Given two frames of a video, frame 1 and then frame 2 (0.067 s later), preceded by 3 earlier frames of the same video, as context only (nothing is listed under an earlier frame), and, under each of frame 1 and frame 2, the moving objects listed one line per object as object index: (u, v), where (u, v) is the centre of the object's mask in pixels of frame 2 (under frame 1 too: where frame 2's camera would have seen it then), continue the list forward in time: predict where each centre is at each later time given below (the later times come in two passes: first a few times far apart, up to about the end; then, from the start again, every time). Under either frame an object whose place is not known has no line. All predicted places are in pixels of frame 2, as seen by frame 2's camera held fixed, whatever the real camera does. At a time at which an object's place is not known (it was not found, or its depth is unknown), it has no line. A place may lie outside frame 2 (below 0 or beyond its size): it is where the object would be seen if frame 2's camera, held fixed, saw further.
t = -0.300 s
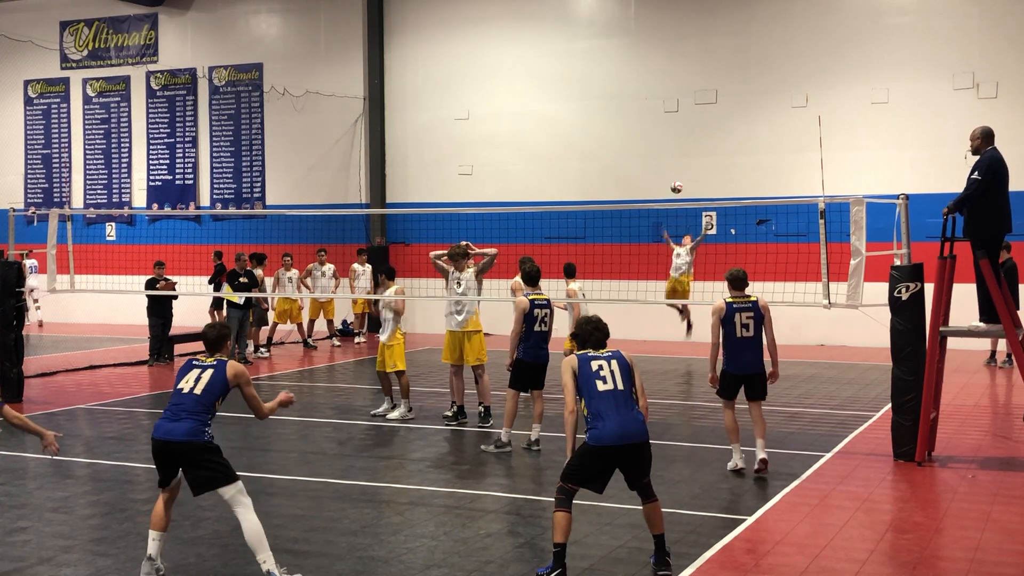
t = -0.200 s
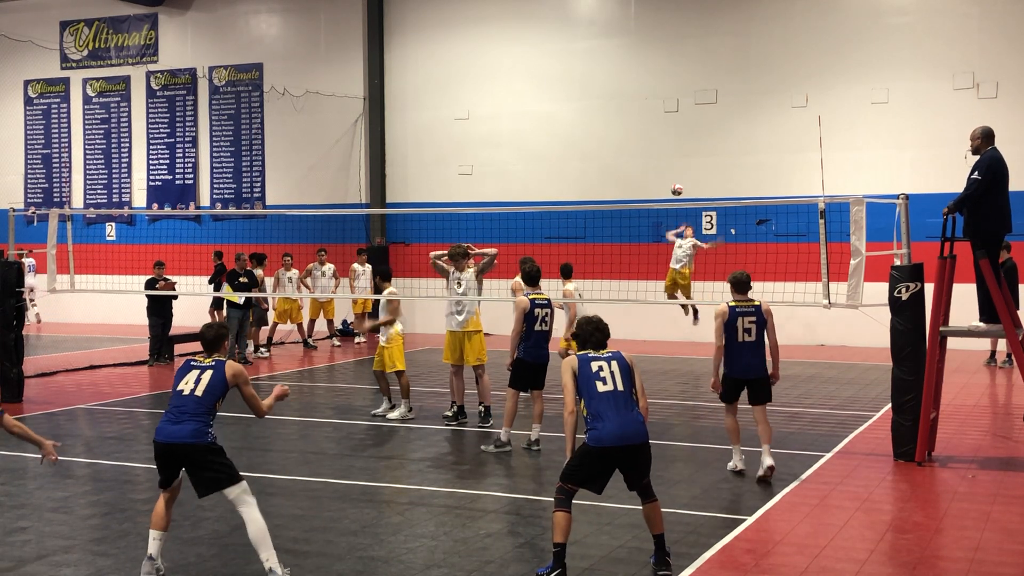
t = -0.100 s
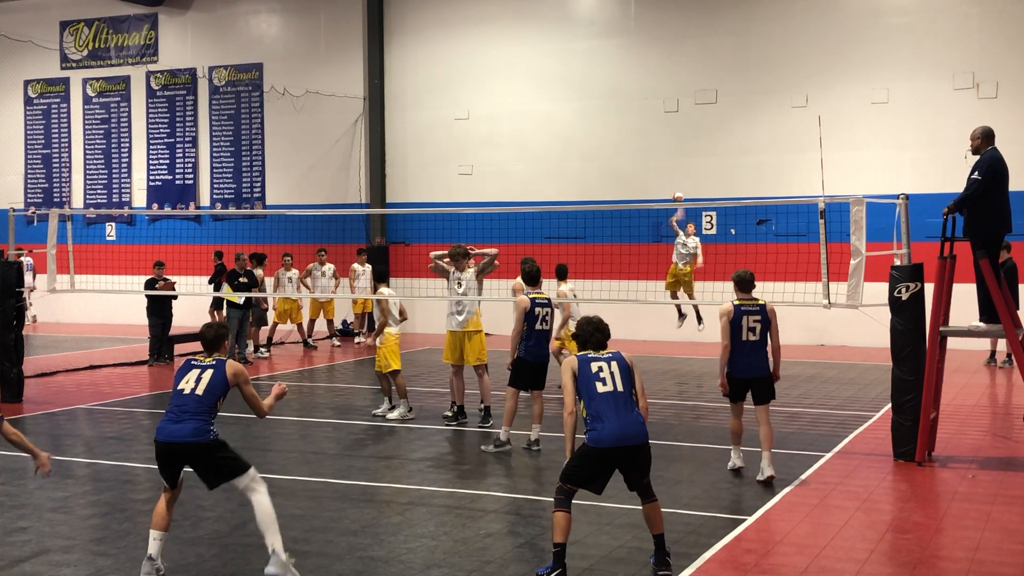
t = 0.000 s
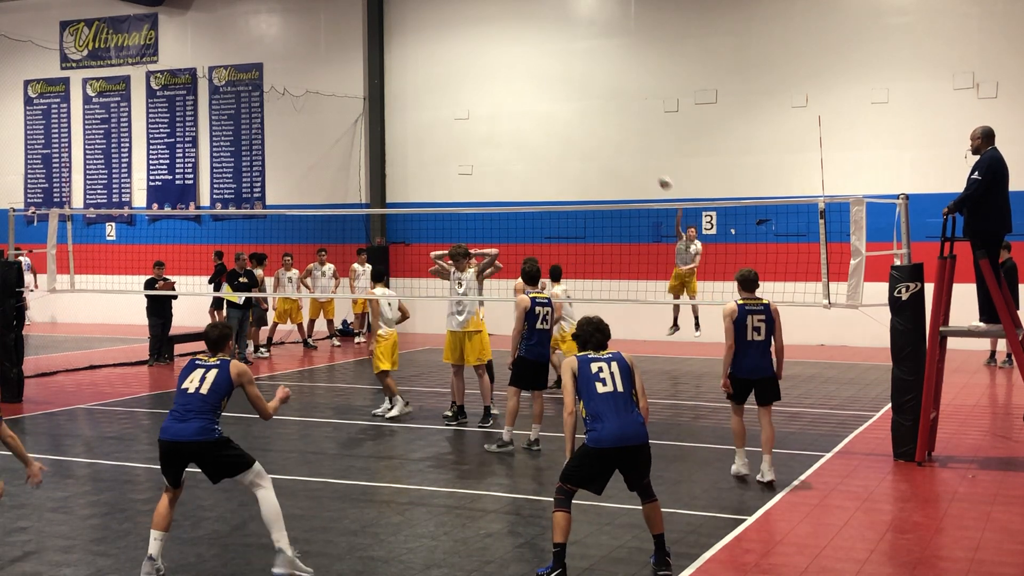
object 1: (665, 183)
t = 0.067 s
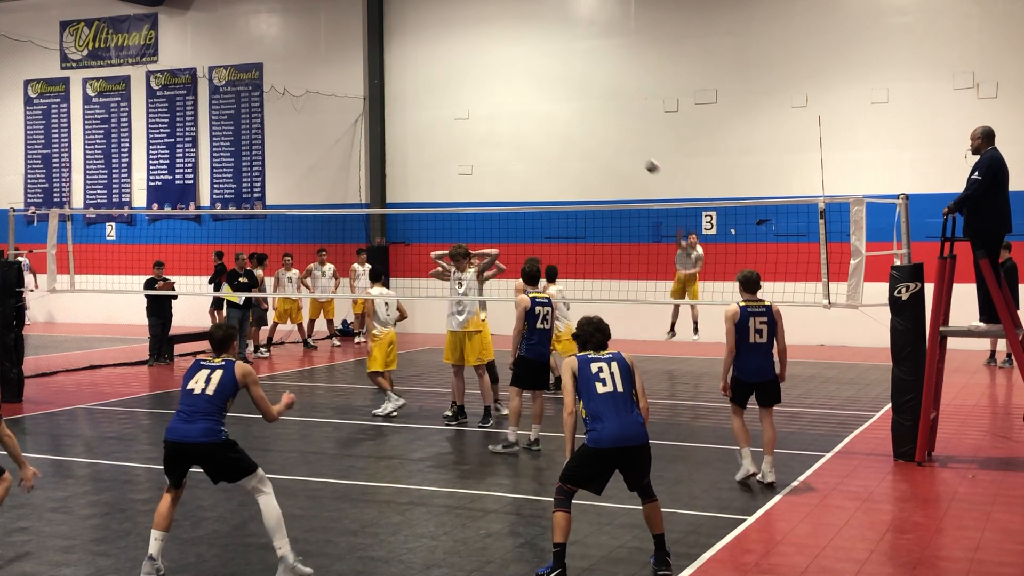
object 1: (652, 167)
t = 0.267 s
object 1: (612, 131)
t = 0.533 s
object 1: (541, 127)
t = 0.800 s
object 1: (434, 225)
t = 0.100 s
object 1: (646, 160)
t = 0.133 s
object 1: (639, 153)
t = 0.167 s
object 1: (632, 146)
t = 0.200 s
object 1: (625, 140)
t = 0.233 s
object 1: (618, 135)
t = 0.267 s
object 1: (612, 131)
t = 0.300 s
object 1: (605, 127)
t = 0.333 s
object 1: (596, 123)
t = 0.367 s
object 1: (588, 121)
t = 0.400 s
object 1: (580, 120)
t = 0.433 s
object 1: (571, 120)
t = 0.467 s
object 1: (561, 121)
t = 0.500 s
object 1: (551, 124)
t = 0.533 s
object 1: (541, 127)
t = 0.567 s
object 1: (530, 132)
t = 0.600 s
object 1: (518, 140)
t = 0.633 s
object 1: (507, 148)
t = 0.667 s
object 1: (495, 159)
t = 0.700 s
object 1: (481, 171)
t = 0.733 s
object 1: (465, 188)
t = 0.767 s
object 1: (450, 204)
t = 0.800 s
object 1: (434, 225)
